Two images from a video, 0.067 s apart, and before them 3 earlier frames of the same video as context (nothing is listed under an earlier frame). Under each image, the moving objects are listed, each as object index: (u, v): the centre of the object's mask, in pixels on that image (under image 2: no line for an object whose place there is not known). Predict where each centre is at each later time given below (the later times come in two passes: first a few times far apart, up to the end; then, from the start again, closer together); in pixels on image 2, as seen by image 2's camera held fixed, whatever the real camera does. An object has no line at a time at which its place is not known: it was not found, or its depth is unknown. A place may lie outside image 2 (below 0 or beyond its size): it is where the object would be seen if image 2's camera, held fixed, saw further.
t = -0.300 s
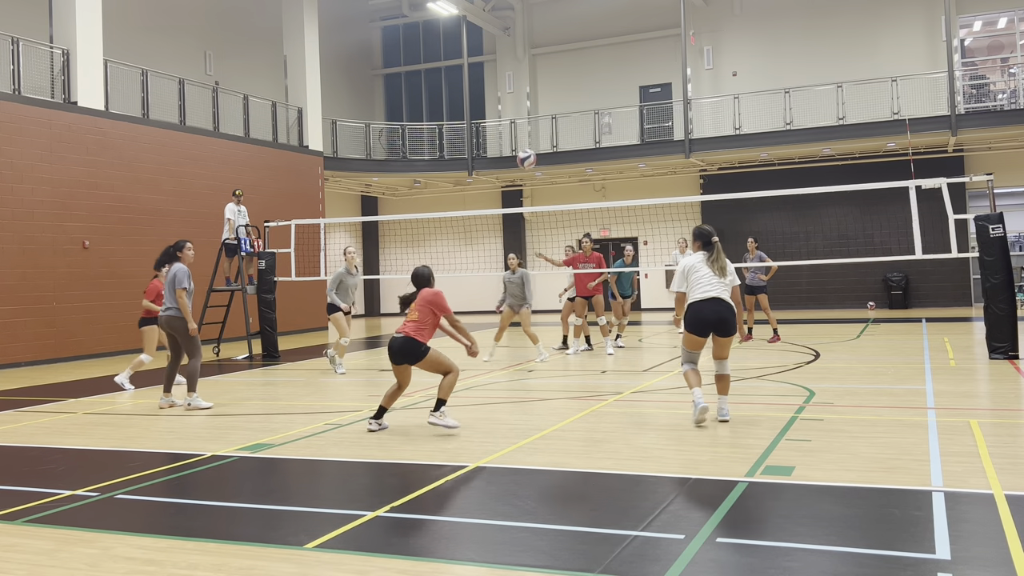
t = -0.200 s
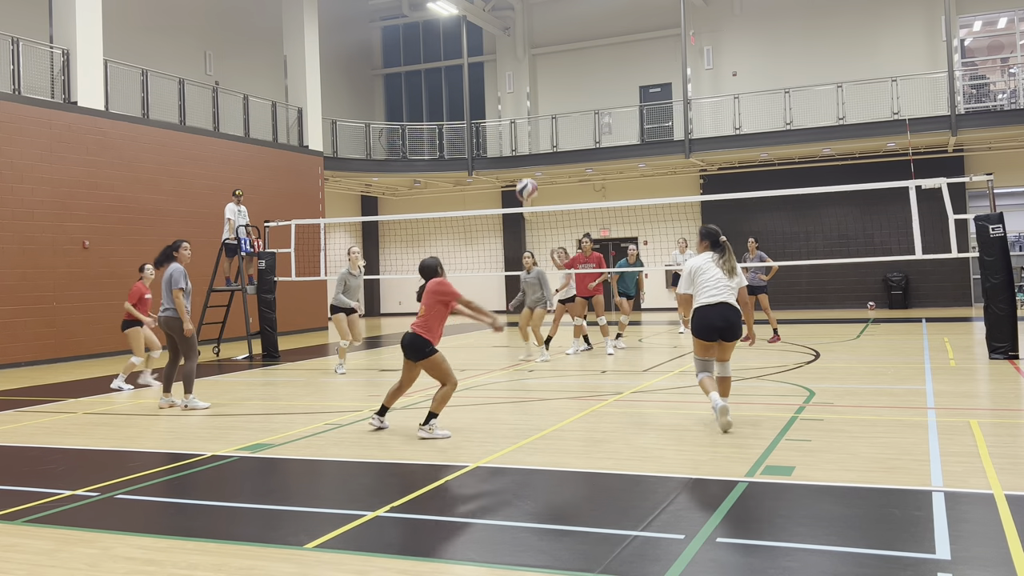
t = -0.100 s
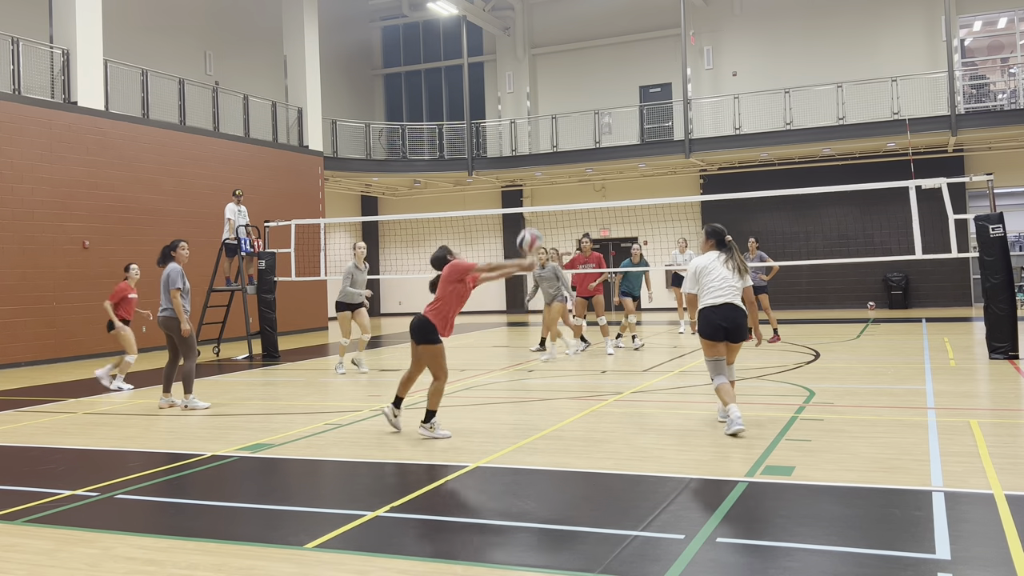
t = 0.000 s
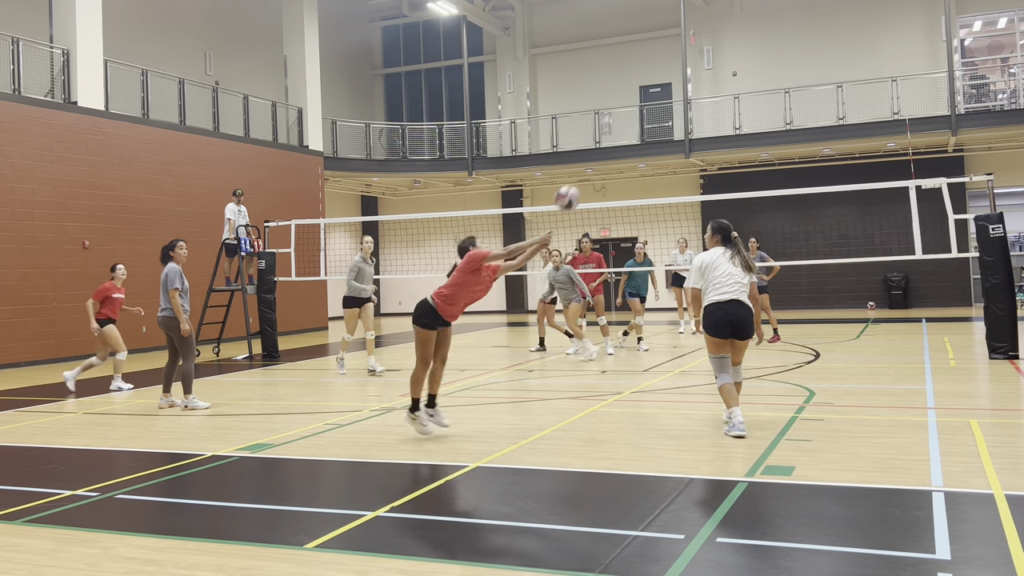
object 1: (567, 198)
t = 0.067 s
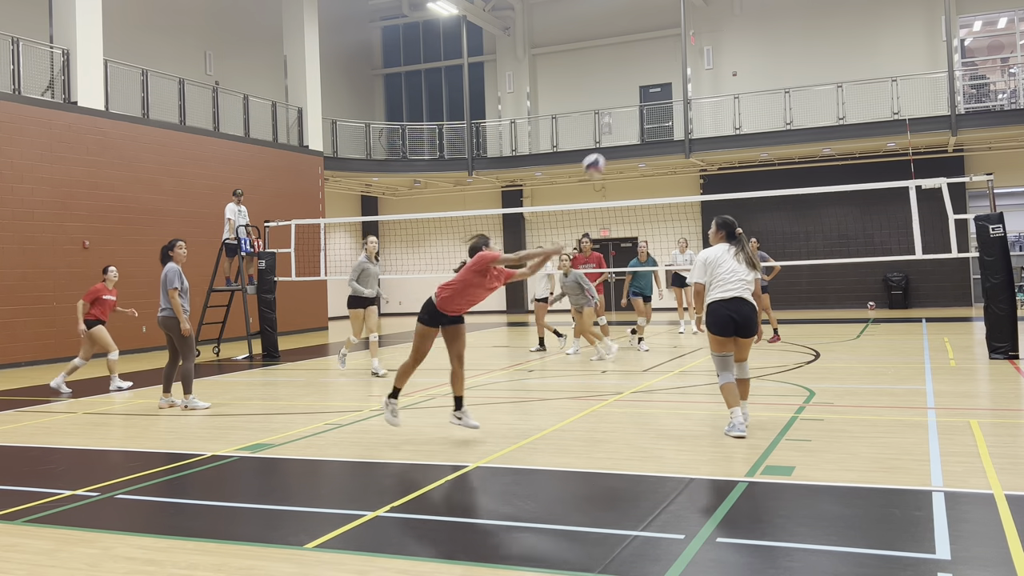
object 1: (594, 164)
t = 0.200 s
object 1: (639, 122)
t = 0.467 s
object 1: (709, 105)
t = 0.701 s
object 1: (759, 139)
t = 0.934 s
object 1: (797, 206)
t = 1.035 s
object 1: (808, 226)
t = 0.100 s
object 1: (606, 152)
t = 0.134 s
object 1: (618, 141)
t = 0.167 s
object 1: (629, 131)
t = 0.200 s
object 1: (639, 122)
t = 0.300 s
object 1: (669, 108)
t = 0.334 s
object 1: (678, 105)
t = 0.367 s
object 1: (686, 104)
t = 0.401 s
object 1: (694, 103)
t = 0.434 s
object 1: (702, 103)
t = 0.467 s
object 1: (709, 105)
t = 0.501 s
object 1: (718, 107)
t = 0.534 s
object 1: (725, 111)
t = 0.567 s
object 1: (733, 115)
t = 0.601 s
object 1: (739, 120)
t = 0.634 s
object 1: (746, 126)
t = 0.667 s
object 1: (752, 132)
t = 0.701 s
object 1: (759, 139)
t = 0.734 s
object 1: (764, 147)
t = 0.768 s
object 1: (770, 155)
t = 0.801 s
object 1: (776, 165)
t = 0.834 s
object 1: (781, 175)
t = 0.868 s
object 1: (786, 184)
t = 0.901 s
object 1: (792, 196)
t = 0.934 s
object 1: (797, 206)
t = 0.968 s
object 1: (801, 212)
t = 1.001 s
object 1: (805, 218)
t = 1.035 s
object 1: (808, 226)
